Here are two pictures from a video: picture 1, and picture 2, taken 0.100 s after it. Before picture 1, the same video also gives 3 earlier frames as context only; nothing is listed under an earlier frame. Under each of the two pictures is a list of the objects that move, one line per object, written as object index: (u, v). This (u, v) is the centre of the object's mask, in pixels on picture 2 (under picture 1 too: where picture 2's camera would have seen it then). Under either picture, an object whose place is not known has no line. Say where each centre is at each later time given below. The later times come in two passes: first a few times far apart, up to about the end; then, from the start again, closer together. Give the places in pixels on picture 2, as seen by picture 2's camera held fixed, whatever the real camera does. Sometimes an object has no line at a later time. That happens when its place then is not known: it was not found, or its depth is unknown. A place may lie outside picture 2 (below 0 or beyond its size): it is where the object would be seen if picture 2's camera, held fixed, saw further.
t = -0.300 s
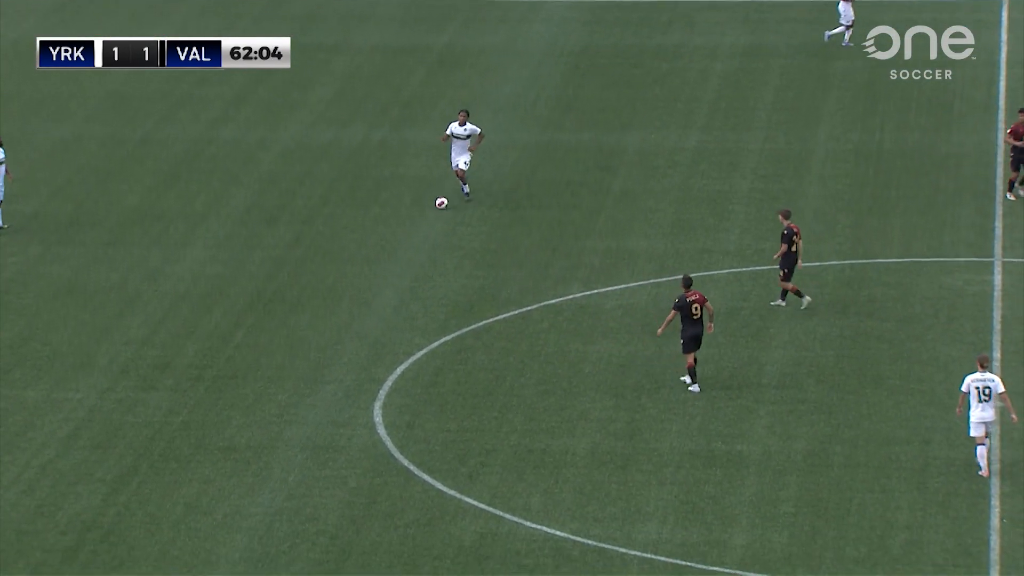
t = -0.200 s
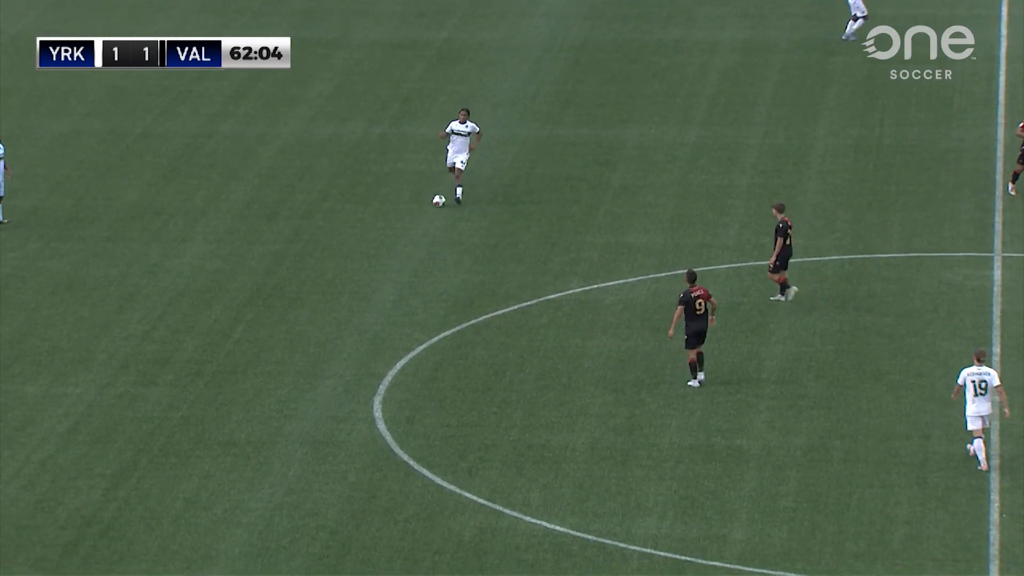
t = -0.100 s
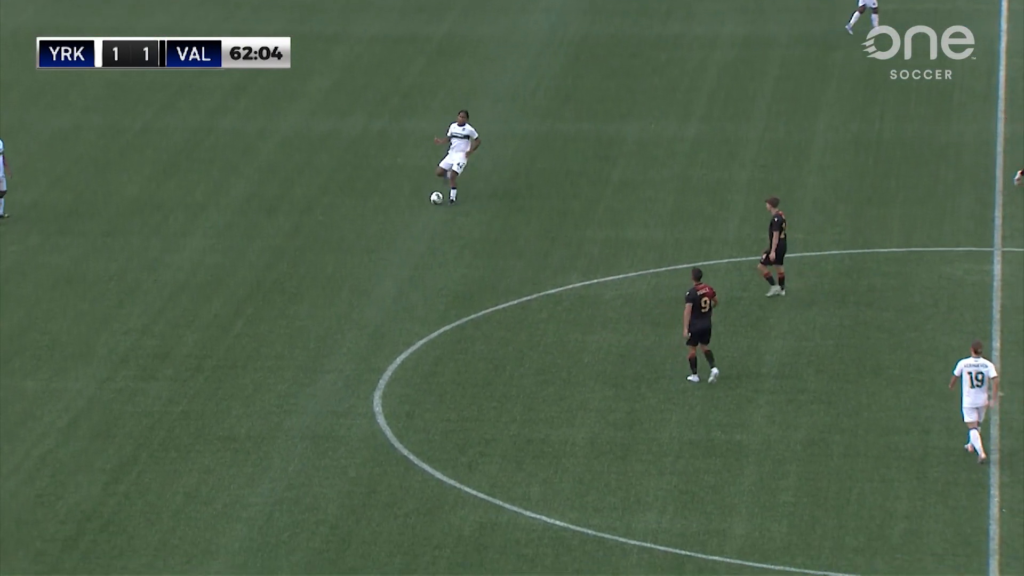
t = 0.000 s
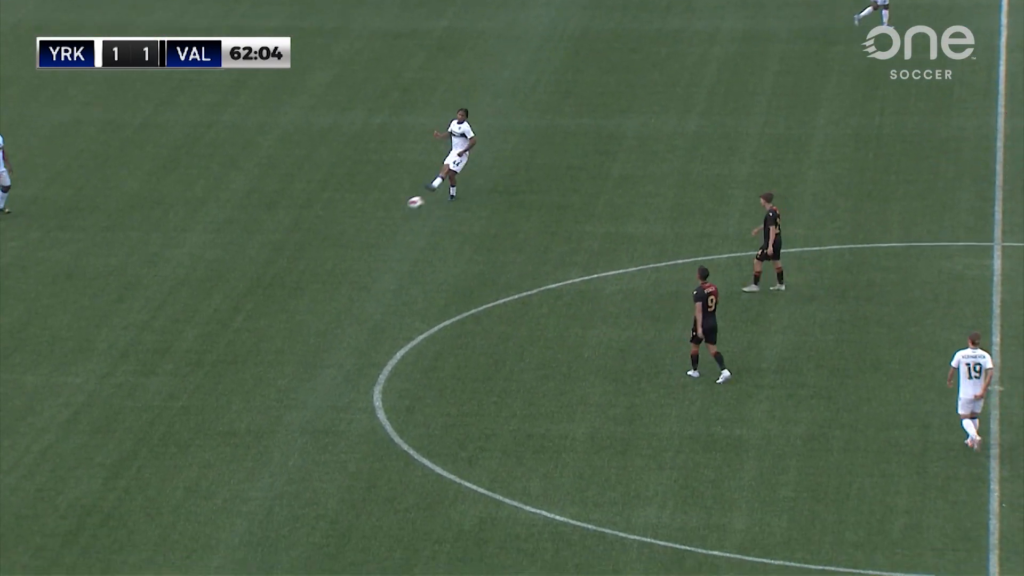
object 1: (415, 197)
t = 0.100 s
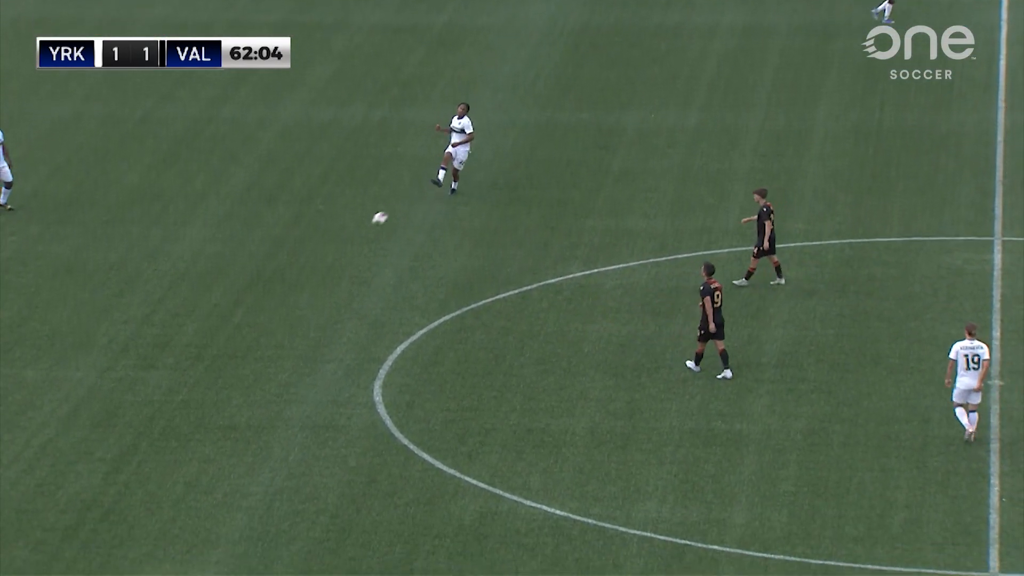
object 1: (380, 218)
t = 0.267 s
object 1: (325, 273)
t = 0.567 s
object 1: (252, 364)
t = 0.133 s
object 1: (368, 227)
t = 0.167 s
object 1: (358, 237)
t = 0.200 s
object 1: (347, 247)
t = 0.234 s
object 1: (335, 259)
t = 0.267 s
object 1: (325, 273)
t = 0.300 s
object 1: (315, 286)
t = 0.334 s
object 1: (306, 300)
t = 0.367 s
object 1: (297, 316)
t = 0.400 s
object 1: (289, 324)
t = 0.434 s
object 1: (282, 330)
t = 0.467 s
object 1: (274, 337)
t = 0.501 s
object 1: (267, 344)
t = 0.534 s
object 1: (259, 354)
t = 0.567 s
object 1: (252, 364)
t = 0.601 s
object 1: (245, 375)
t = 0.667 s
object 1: (231, 402)
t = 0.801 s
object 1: (205, 428)
